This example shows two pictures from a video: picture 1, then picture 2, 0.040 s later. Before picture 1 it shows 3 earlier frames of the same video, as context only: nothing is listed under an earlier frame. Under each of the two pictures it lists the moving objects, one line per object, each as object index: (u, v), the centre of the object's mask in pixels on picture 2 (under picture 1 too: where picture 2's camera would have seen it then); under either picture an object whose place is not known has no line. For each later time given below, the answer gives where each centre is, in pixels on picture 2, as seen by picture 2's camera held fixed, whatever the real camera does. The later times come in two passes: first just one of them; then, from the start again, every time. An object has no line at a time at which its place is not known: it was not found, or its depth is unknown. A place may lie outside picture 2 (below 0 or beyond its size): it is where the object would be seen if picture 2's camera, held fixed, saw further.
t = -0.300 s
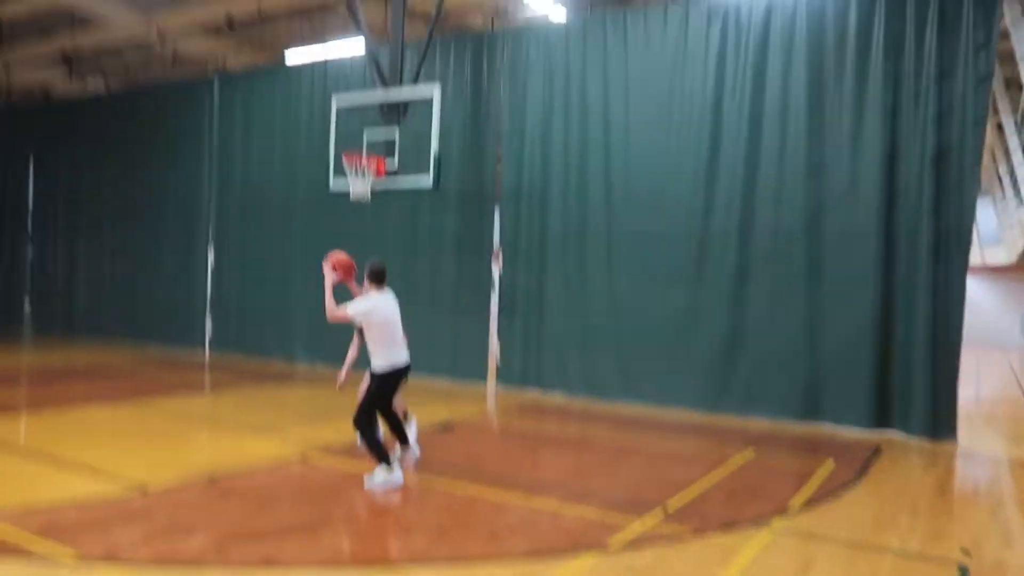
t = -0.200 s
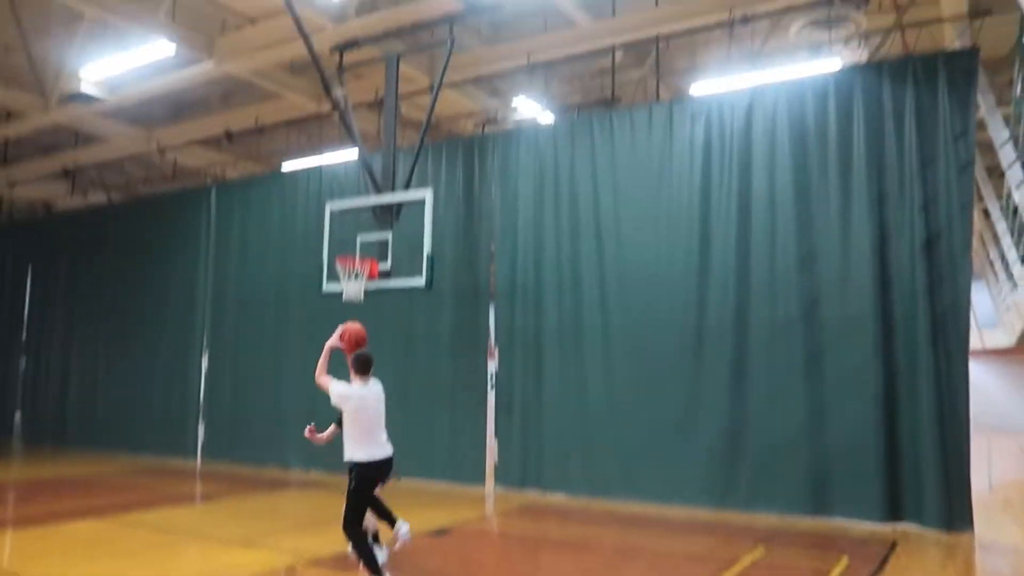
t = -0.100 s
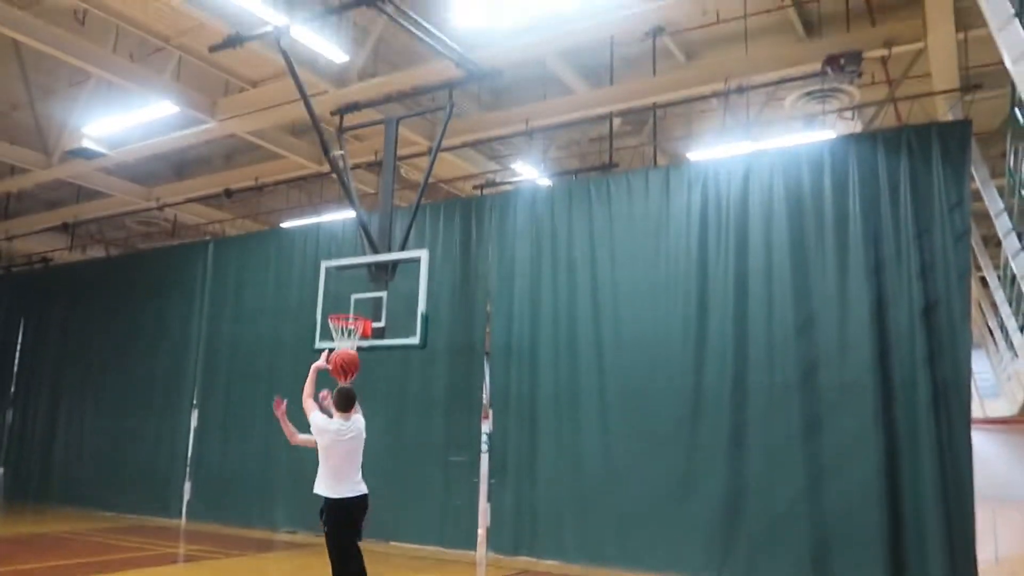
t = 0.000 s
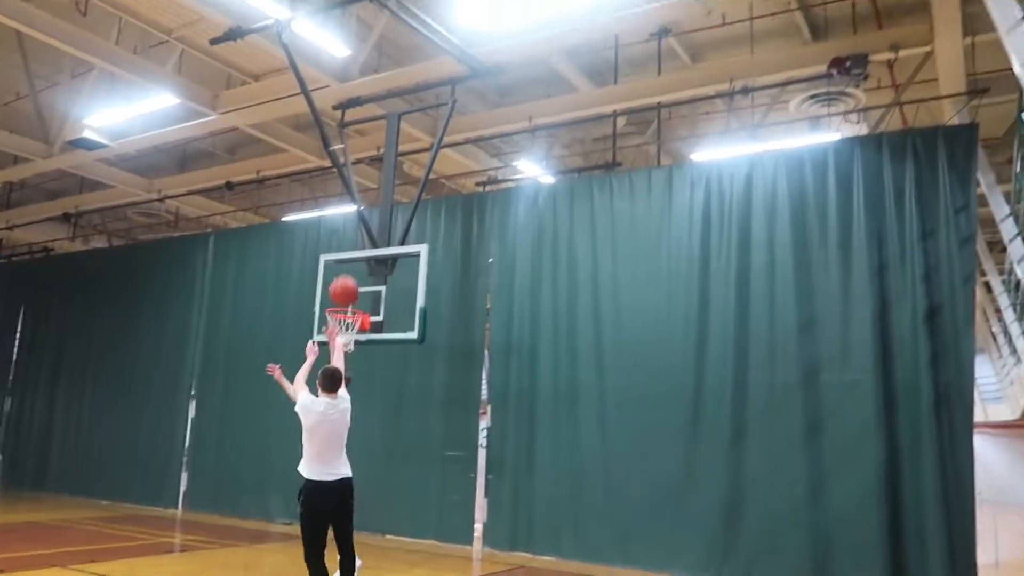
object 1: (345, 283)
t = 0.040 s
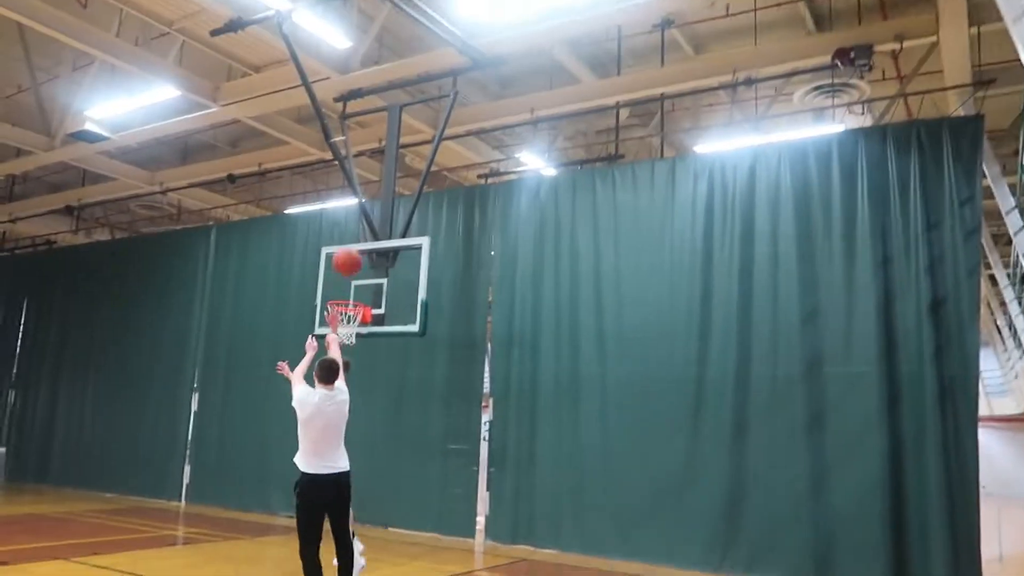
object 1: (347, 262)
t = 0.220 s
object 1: (353, 186)
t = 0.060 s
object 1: (347, 250)
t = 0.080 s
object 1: (349, 239)
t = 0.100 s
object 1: (348, 231)
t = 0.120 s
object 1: (348, 223)
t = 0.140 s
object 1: (350, 215)
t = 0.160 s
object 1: (350, 206)
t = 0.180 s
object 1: (351, 198)
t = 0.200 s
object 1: (352, 192)
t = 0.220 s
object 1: (353, 186)
